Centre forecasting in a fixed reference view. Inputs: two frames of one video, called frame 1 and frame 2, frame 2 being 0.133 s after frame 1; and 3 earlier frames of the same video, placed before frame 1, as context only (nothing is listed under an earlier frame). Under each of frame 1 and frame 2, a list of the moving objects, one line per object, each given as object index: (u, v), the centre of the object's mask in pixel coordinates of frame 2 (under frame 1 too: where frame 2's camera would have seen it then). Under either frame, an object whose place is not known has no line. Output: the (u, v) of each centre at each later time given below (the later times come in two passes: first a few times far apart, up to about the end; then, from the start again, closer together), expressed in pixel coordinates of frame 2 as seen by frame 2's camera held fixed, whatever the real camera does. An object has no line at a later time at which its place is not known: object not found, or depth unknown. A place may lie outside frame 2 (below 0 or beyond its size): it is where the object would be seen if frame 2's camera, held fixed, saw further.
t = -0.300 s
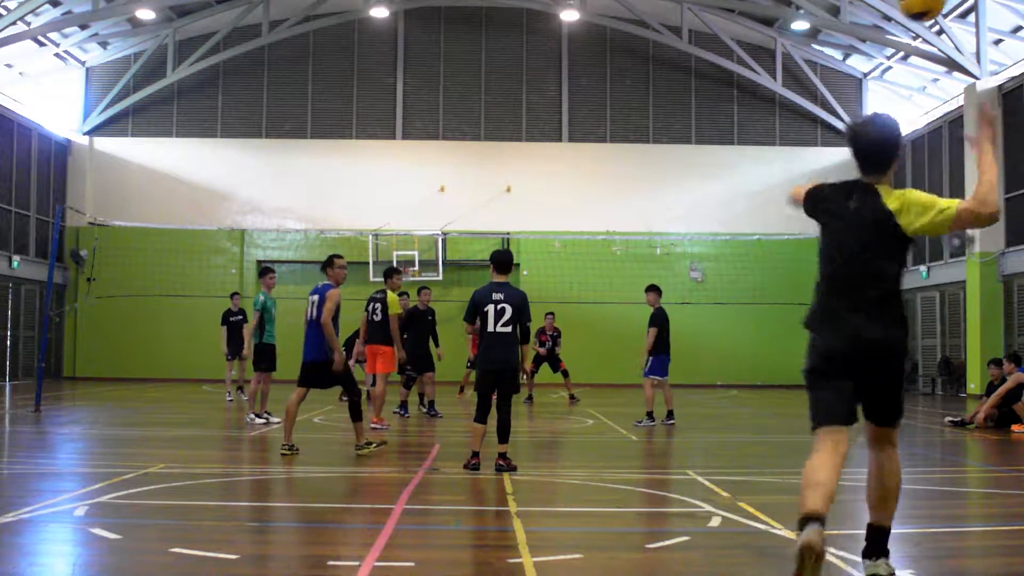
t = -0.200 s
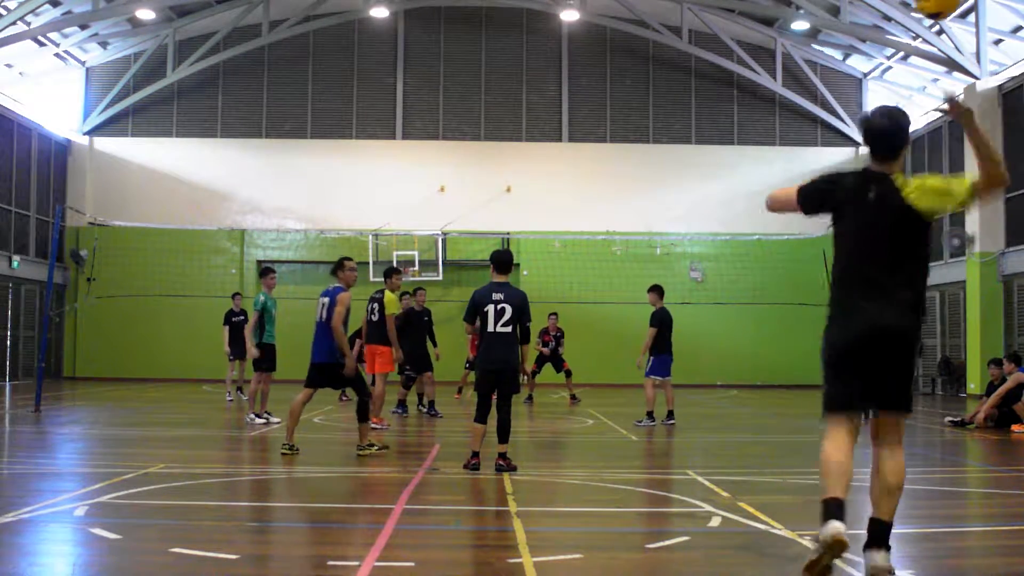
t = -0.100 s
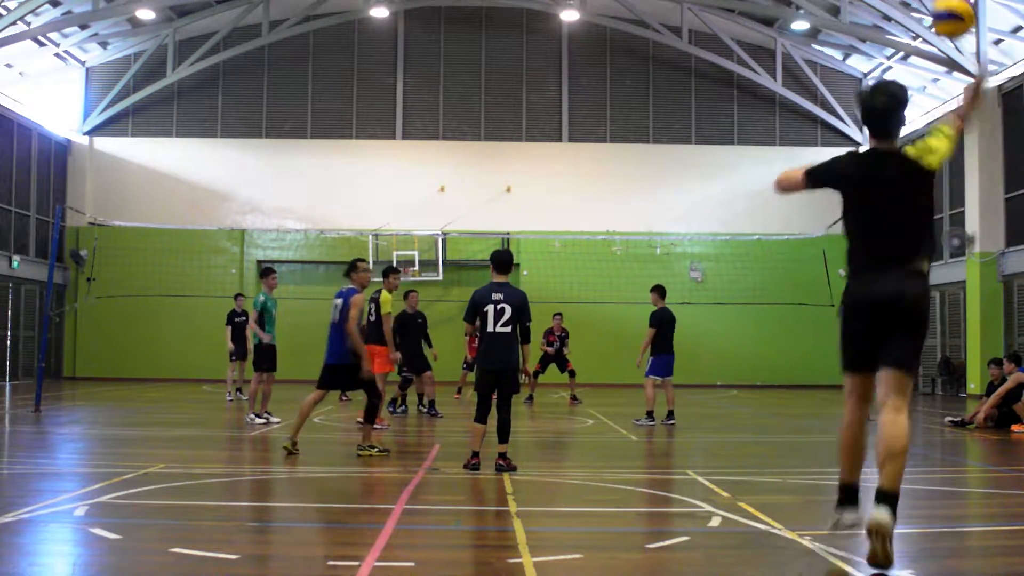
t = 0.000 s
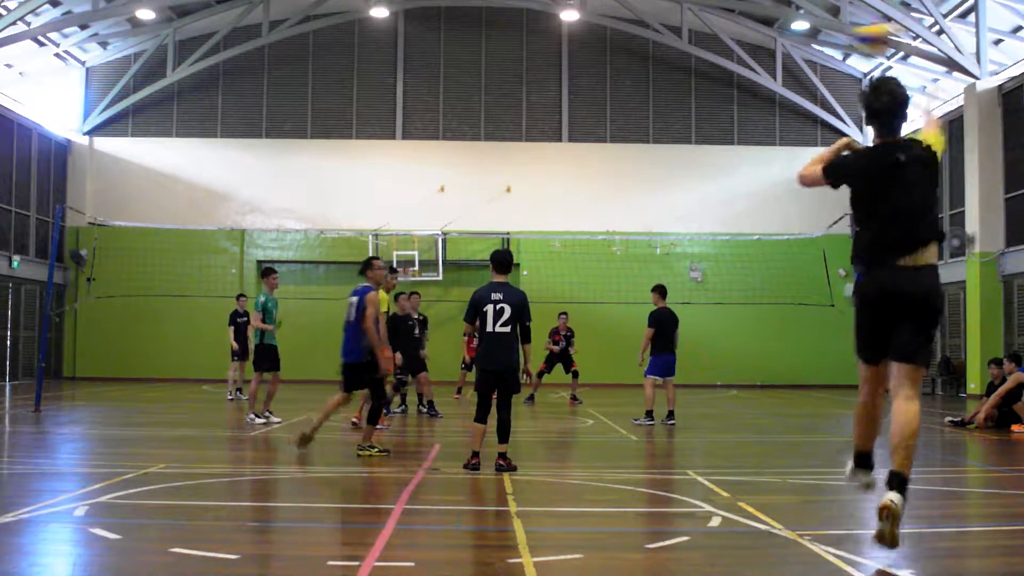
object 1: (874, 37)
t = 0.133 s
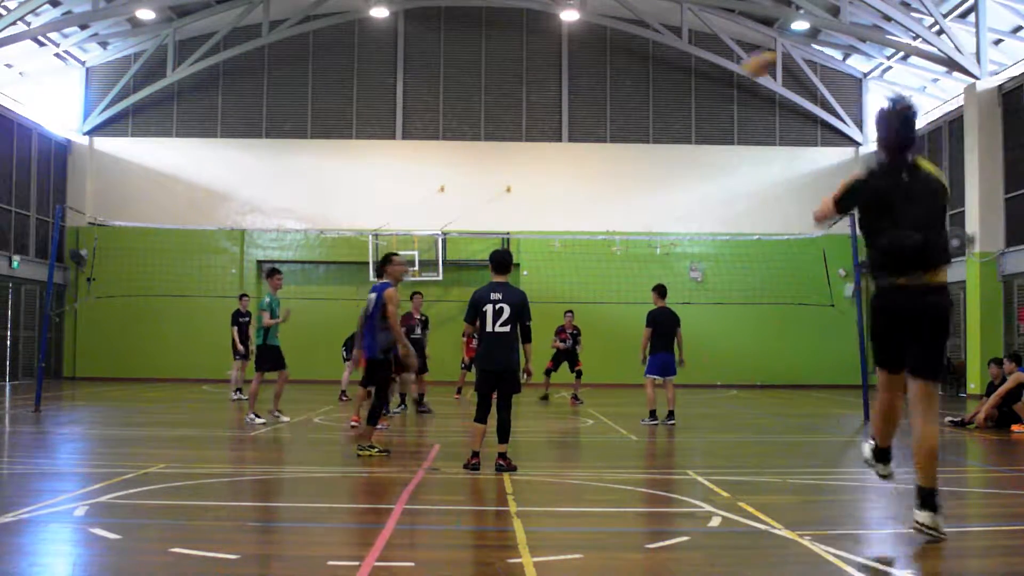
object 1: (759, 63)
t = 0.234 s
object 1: (702, 85)
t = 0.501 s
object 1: (631, 154)
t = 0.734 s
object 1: (601, 228)
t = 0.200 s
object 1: (717, 78)
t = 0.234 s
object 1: (702, 85)
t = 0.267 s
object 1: (691, 91)
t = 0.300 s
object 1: (679, 100)
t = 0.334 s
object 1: (670, 108)
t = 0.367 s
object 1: (660, 115)
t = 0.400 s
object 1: (652, 124)
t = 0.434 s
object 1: (644, 134)
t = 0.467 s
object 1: (637, 144)
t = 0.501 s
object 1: (631, 154)
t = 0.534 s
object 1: (625, 165)
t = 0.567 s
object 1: (620, 176)
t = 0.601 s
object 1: (615, 187)
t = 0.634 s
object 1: (611, 197)
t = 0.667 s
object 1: (607, 207)
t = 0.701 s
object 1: (603, 217)
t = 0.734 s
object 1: (601, 228)
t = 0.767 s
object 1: (598, 243)
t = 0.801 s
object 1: (595, 251)
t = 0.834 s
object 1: (592, 263)
